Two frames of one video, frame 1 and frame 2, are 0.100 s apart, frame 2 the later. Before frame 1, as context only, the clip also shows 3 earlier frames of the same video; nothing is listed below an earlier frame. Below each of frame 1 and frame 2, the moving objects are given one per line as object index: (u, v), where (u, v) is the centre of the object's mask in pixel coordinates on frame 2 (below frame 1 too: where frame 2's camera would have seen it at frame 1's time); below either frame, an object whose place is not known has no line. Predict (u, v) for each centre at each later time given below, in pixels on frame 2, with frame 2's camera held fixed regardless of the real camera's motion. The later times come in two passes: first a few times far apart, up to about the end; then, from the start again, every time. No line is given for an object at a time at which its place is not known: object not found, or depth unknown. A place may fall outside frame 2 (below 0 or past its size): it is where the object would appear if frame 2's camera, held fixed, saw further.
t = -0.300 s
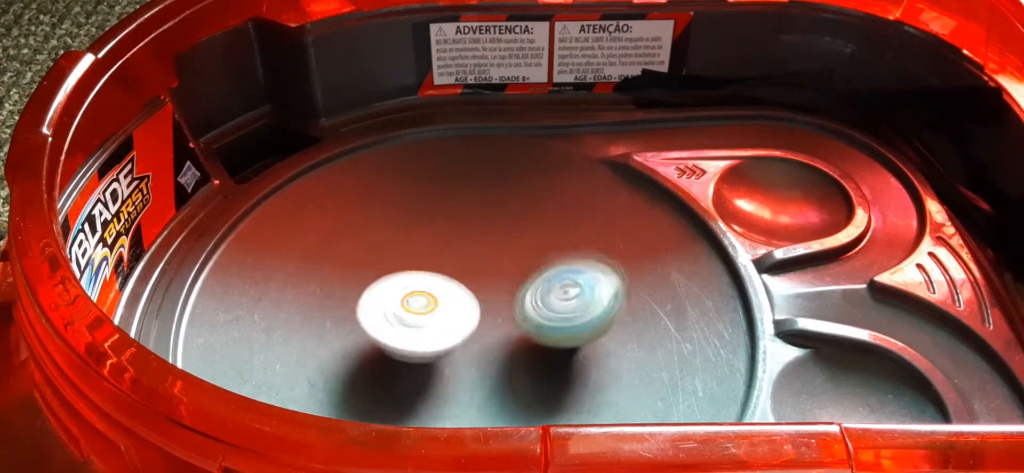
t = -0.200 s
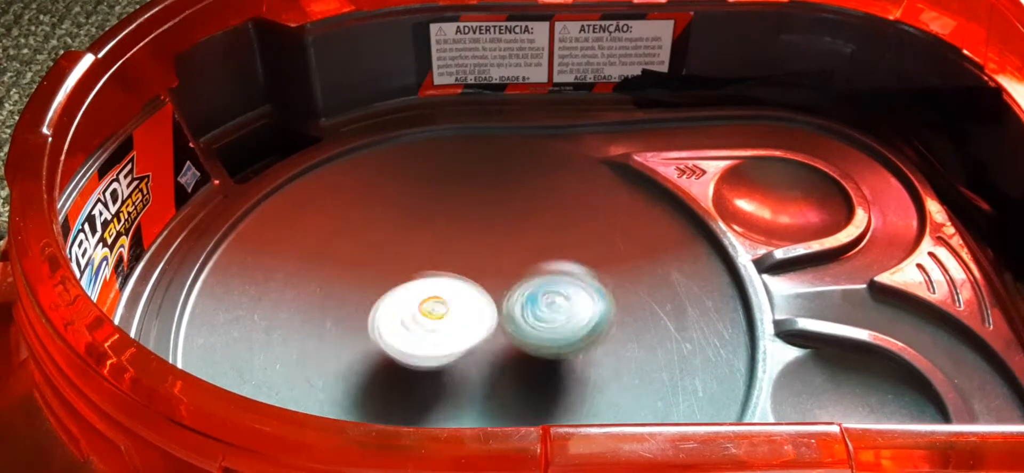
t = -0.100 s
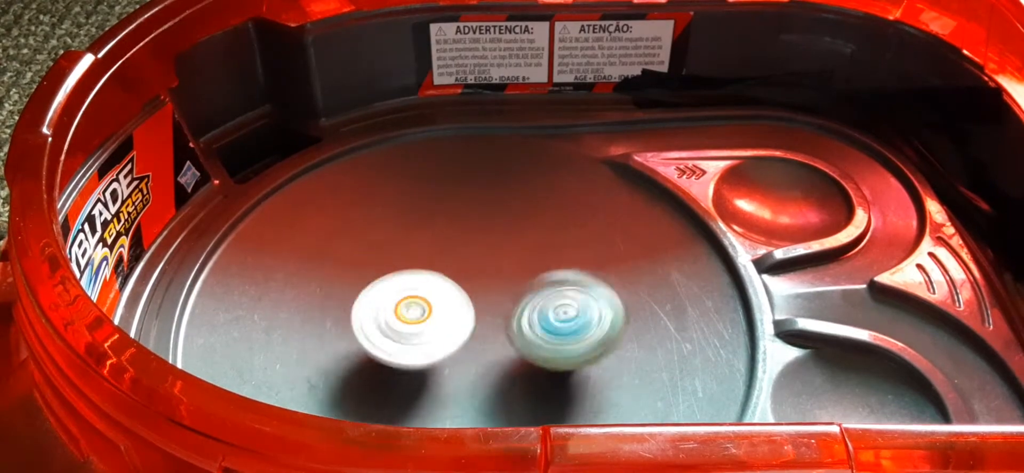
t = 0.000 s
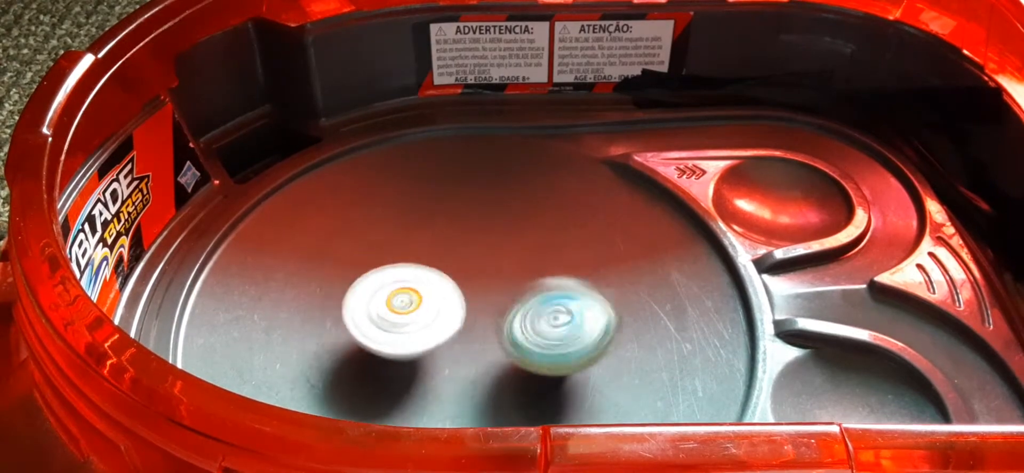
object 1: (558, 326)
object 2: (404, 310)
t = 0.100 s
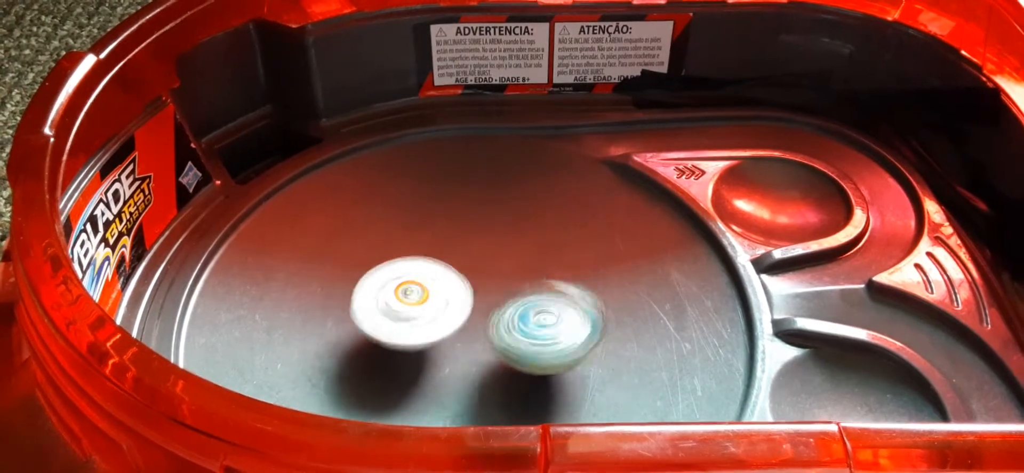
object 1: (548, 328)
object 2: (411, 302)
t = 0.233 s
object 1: (546, 327)
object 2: (415, 298)
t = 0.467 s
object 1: (544, 315)
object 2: (425, 296)
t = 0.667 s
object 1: (574, 318)
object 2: (397, 295)
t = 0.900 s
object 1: (565, 323)
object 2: (395, 305)
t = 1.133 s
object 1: (545, 311)
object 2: (416, 313)
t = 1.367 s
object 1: (553, 296)
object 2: (428, 313)
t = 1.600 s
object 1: (556, 294)
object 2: (429, 312)
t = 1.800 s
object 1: (564, 296)
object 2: (428, 315)
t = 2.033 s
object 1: (557, 303)
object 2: (431, 321)
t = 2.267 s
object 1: (568, 296)
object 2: (427, 329)
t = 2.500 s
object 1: (575, 292)
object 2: (441, 330)
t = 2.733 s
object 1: (557, 282)
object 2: (444, 343)
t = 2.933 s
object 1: (566, 270)
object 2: (439, 353)
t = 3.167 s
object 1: (546, 273)
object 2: (438, 334)
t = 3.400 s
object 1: (526, 285)
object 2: (392, 357)
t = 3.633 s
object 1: (530, 279)
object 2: (384, 374)
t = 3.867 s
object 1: (505, 277)
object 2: (382, 373)
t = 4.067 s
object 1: (520, 288)
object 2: (375, 368)
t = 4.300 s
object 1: (495, 284)
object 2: (377, 369)
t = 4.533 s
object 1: (465, 311)
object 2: (375, 368)
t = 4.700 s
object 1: (488, 337)
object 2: (377, 369)
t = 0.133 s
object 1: (542, 328)
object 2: (415, 300)
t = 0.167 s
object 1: (539, 327)
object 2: (420, 300)
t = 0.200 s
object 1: (545, 326)
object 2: (415, 299)
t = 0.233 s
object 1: (546, 327)
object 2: (415, 298)
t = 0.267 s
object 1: (546, 326)
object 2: (412, 296)
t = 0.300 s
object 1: (547, 324)
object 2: (414, 297)
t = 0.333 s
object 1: (547, 323)
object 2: (414, 295)
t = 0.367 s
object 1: (545, 322)
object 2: (416, 295)
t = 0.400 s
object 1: (545, 320)
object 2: (419, 295)
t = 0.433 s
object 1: (543, 317)
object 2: (422, 296)
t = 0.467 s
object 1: (544, 315)
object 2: (425, 296)
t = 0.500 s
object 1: (547, 315)
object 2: (423, 297)
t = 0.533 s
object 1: (555, 319)
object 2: (414, 298)
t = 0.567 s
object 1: (561, 318)
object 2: (412, 298)
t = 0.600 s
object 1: (569, 315)
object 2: (410, 296)
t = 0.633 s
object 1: (572, 317)
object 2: (404, 294)
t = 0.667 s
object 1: (574, 318)
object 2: (397, 295)
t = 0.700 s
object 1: (575, 318)
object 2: (396, 295)
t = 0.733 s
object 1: (576, 317)
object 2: (391, 295)
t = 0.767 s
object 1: (576, 320)
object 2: (390, 296)
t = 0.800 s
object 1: (575, 320)
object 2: (387, 298)
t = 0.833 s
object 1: (573, 322)
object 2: (389, 300)
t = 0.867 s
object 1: (569, 323)
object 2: (390, 302)
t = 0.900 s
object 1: (565, 323)
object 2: (395, 305)
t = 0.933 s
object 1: (562, 322)
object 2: (398, 306)
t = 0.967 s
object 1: (558, 322)
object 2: (403, 308)
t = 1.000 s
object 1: (554, 321)
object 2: (408, 309)
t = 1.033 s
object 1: (547, 319)
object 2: (414, 311)
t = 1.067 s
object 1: (543, 317)
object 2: (417, 312)
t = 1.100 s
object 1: (542, 314)
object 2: (414, 314)
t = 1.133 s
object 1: (545, 311)
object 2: (416, 313)
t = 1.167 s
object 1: (546, 311)
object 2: (416, 312)
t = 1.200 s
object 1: (546, 307)
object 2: (417, 312)
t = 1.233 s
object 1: (547, 304)
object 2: (419, 312)
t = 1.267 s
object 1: (548, 301)
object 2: (423, 312)
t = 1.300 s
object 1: (549, 299)
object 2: (426, 312)
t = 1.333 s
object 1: (548, 297)
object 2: (430, 313)
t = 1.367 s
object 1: (553, 296)
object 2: (428, 313)
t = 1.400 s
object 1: (554, 297)
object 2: (427, 314)
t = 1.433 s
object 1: (554, 296)
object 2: (425, 313)
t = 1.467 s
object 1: (555, 294)
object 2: (424, 315)
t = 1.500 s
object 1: (556, 294)
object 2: (427, 313)
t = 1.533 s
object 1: (556, 294)
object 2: (423, 313)
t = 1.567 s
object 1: (556, 294)
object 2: (426, 315)
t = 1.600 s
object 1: (556, 294)
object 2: (429, 312)
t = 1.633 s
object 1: (555, 294)
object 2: (429, 313)
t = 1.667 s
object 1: (554, 294)
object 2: (435, 313)
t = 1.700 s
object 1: (556, 295)
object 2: (428, 313)
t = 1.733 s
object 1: (561, 297)
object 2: (425, 317)
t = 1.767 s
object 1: (562, 300)
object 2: (426, 317)
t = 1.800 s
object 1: (564, 296)
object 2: (428, 315)
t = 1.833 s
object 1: (568, 295)
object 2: (423, 315)
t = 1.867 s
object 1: (567, 298)
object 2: (420, 319)
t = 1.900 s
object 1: (567, 299)
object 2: (425, 320)
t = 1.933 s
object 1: (566, 301)
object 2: (425, 318)
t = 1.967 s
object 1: (564, 301)
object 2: (423, 320)
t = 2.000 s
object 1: (561, 302)
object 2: (427, 322)
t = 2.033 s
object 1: (557, 303)
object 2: (431, 321)
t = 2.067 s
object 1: (557, 303)
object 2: (435, 321)
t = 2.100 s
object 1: (559, 302)
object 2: (430, 324)
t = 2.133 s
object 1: (560, 302)
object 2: (431, 329)
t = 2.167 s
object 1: (554, 302)
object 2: (437, 329)
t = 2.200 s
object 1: (559, 300)
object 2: (435, 325)
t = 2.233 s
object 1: (565, 299)
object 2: (428, 326)
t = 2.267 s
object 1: (568, 296)
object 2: (427, 329)
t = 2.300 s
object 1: (572, 293)
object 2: (428, 330)
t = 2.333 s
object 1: (577, 293)
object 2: (430, 330)
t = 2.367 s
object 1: (577, 294)
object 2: (429, 330)
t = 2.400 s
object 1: (576, 293)
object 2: (428, 332)
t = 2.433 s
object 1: (575, 293)
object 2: (435, 333)
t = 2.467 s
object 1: (575, 292)
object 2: (440, 330)
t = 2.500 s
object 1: (575, 292)
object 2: (441, 330)
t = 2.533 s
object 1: (569, 292)
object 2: (443, 329)
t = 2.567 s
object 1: (566, 292)
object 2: (443, 328)
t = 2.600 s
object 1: (563, 292)
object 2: (445, 327)
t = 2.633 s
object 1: (562, 292)
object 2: (442, 329)
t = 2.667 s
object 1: (556, 292)
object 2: (442, 332)
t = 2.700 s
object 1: (551, 289)
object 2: (445, 336)
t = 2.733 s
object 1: (557, 282)
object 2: (444, 343)
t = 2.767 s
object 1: (560, 280)
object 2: (447, 348)
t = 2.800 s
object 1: (560, 277)
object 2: (451, 350)
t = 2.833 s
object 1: (561, 273)
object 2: (445, 349)
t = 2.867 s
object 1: (564, 270)
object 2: (439, 351)
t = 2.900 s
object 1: (565, 270)
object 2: (437, 352)
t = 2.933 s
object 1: (566, 270)
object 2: (439, 353)
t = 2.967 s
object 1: (566, 269)
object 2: (441, 353)
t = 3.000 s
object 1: (564, 270)
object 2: (441, 351)
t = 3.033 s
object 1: (564, 270)
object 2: (437, 349)
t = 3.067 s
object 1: (561, 271)
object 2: (436, 345)
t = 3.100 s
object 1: (556, 272)
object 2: (439, 340)
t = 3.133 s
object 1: (552, 273)
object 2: (439, 336)
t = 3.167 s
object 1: (546, 273)
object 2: (438, 334)
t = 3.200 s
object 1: (539, 274)
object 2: (437, 335)
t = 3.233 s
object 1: (531, 275)
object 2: (437, 336)
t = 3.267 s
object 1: (525, 275)
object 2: (433, 340)
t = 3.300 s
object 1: (530, 274)
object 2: (419, 344)
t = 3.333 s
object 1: (532, 280)
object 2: (408, 349)
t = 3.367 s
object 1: (531, 283)
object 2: (400, 354)
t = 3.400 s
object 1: (526, 285)
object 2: (392, 357)
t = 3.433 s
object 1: (517, 281)
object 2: (388, 361)
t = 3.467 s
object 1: (513, 282)
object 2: (384, 364)
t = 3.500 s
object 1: (512, 278)
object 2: (383, 366)
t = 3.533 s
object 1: (516, 275)
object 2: (383, 368)
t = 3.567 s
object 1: (523, 276)
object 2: (384, 370)
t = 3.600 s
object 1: (526, 277)
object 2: (384, 373)
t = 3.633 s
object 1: (530, 279)
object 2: (384, 374)
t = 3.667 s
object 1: (530, 283)
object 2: (386, 377)
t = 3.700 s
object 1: (525, 287)
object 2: (388, 379)
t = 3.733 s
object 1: (518, 288)
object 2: (388, 379)
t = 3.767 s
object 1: (509, 284)
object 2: (387, 379)
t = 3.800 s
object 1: (503, 282)
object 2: (387, 378)
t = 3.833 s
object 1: (501, 279)
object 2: (385, 376)
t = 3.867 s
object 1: (505, 277)
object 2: (382, 373)
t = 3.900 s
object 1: (509, 273)
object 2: (380, 372)
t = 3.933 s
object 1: (514, 276)
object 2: (377, 370)
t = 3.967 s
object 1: (517, 277)
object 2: (374, 368)
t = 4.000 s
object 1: (519, 279)
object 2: (372, 367)
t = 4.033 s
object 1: (520, 285)
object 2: (372, 367)
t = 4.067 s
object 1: (520, 288)
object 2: (375, 368)
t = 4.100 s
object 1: (514, 292)
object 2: (377, 369)
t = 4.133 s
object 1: (506, 293)
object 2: (379, 371)
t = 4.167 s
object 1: (499, 288)
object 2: (380, 371)
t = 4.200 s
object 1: (495, 285)
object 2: (380, 372)
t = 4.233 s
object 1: (495, 285)
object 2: (380, 371)
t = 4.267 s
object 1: (497, 282)
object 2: (379, 371)
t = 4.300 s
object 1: (495, 284)
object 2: (377, 369)
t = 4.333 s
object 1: (494, 285)
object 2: (375, 368)
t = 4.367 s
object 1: (490, 287)
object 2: (373, 367)
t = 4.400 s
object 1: (488, 289)
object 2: (374, 367)
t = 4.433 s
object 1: (484, 291)
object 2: (374, 368)
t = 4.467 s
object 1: (476, 297)
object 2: (374, 368)
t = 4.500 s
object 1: (469, 304)
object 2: (375, 368)
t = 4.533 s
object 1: (465, 311)
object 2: (375, 368)
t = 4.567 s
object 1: (463, 316)
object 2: (376, 368)
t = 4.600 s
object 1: (466, 322)
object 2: (377, 369)
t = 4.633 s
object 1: (472, 327)
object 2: (378, 370)
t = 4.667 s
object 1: (479, 333)
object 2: (378, 369)
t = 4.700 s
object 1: (488, 337)
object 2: (377, 369)
